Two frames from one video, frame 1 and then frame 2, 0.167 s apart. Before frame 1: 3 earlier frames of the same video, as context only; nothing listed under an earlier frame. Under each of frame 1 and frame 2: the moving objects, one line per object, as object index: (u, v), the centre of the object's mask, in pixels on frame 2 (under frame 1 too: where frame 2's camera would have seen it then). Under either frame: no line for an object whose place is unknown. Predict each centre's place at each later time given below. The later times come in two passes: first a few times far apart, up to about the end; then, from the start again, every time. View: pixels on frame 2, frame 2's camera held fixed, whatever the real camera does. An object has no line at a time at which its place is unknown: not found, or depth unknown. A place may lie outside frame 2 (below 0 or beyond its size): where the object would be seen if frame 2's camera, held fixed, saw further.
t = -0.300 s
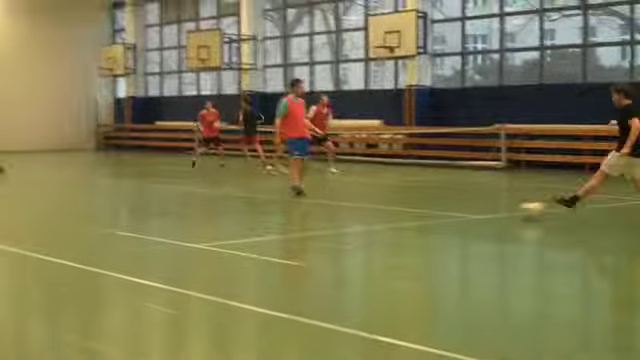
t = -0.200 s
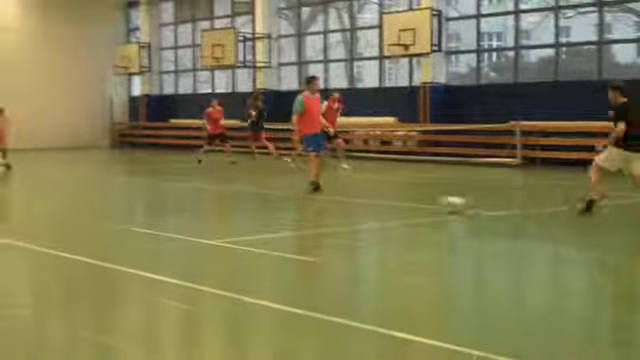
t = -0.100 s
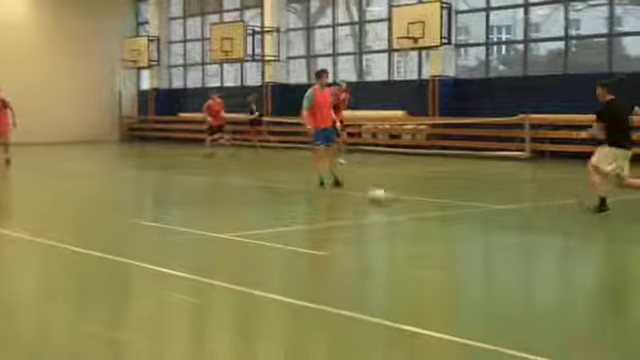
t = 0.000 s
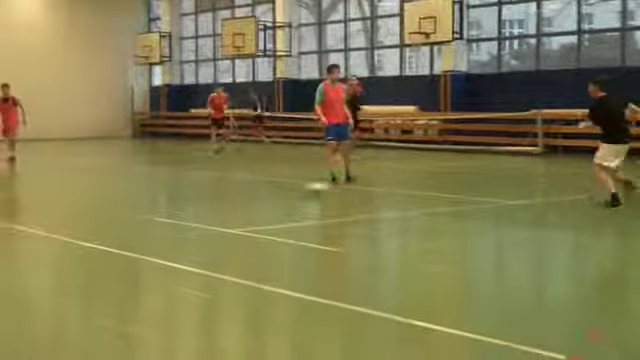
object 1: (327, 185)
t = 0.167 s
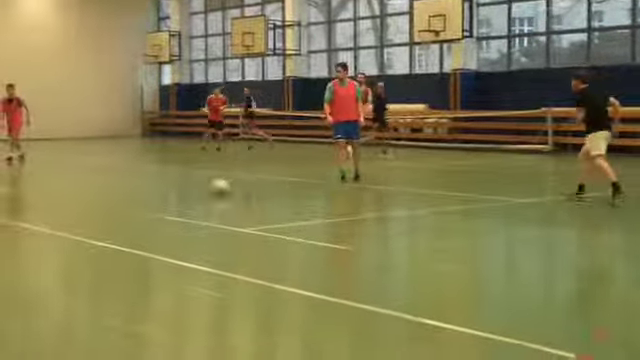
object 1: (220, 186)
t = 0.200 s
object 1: (202, 184)
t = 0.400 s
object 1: (103, 184)
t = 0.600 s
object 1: (20, 183)
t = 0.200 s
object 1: (202, 184)
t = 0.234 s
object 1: (183, 185)
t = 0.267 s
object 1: (167, 185)
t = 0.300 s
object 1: (150, 184)
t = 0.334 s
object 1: (135, 185)
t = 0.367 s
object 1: (121, 186)
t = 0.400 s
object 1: (103, 184)
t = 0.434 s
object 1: (87, 183)
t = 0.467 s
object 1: (71, 185)
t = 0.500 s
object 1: (59, 184)
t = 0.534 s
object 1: (47, 184)
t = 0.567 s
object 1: (33, 183)
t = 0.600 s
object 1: (20, 183)
